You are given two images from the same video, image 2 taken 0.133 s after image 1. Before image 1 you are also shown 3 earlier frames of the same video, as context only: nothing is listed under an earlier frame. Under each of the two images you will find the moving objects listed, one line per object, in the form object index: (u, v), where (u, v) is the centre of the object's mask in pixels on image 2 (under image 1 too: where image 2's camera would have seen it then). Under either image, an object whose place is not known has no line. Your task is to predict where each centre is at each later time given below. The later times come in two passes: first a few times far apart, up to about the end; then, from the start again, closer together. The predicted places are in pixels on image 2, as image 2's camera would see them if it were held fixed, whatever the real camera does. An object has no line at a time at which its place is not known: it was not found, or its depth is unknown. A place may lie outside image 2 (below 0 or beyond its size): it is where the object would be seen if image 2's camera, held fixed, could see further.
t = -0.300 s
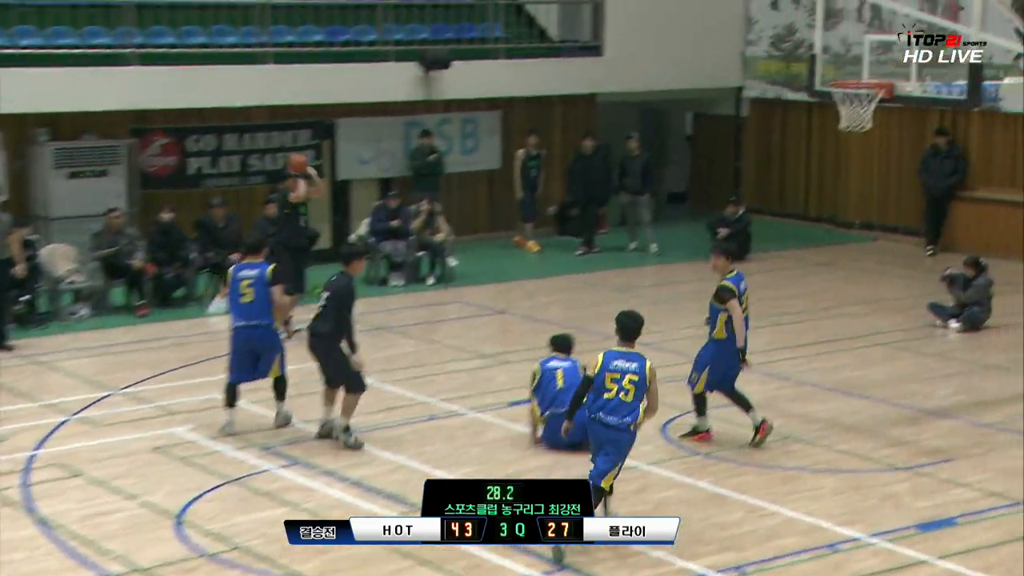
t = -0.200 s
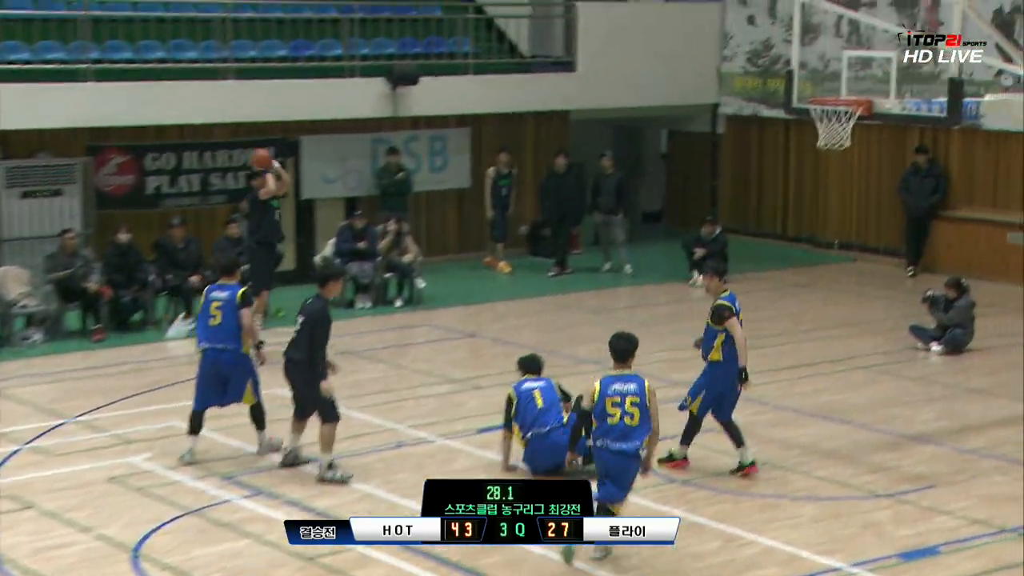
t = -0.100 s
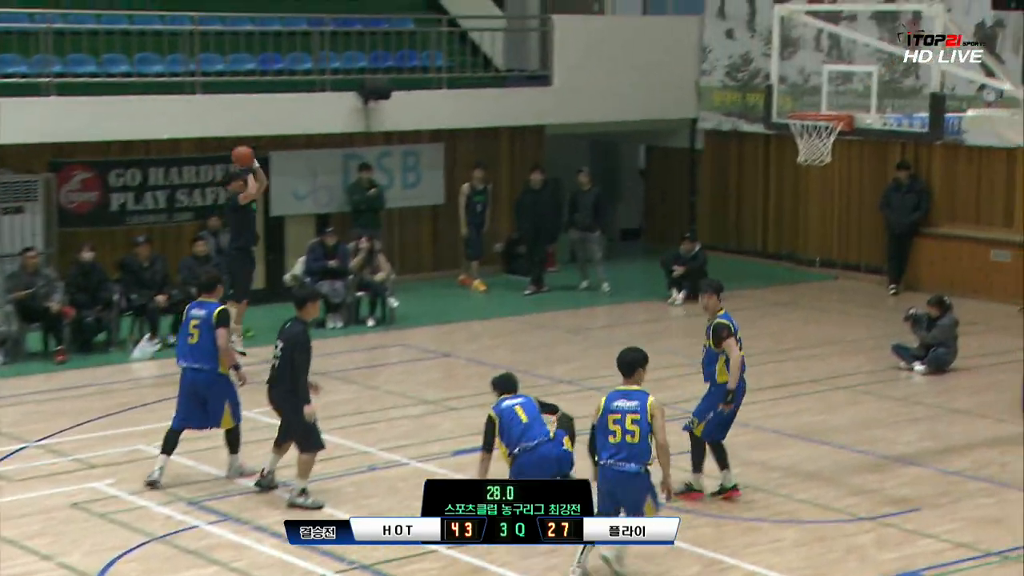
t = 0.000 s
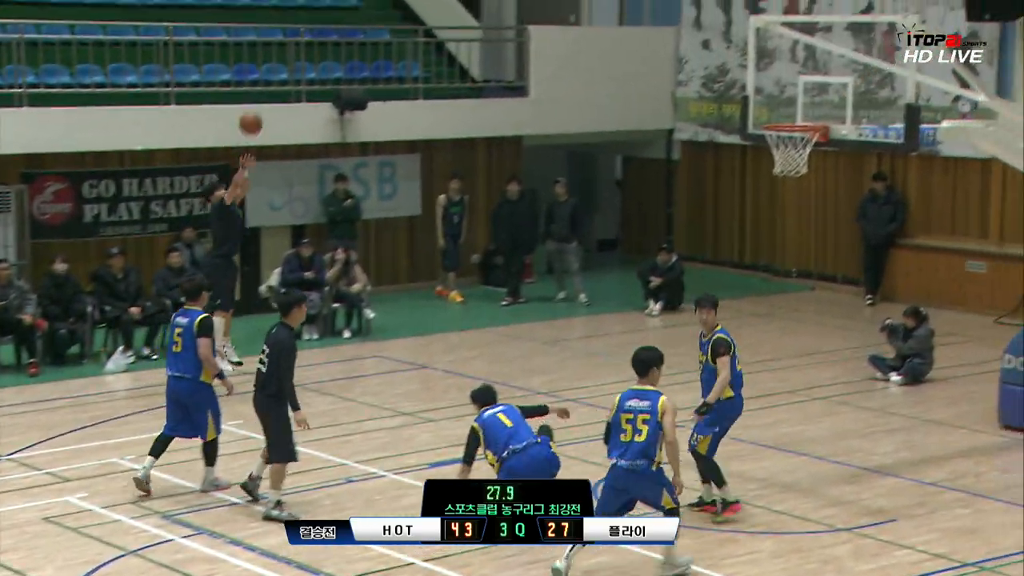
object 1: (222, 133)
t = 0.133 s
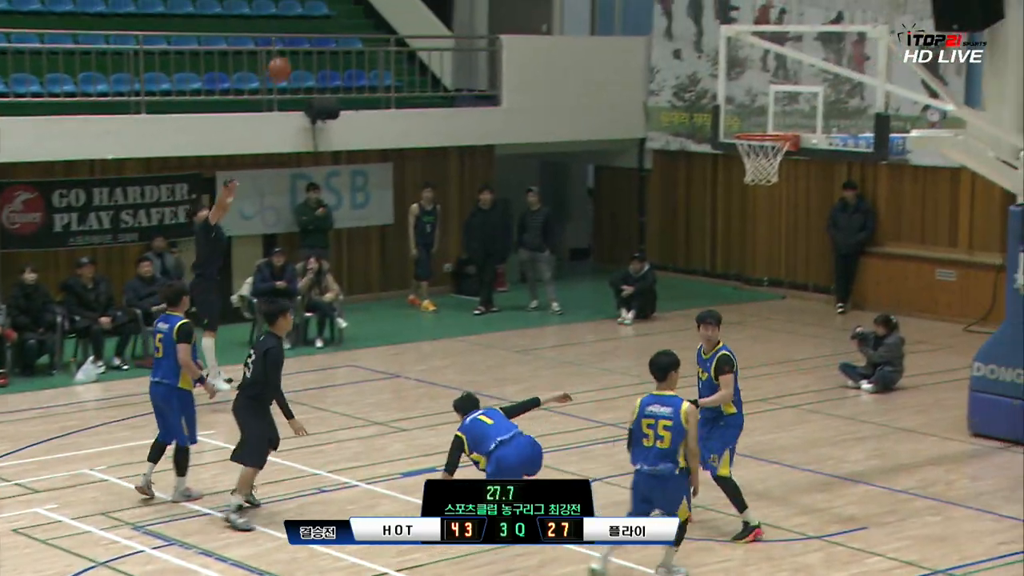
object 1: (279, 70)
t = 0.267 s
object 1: (338, 22)
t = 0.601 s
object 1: (494, -15)
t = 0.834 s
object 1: (612, 7)
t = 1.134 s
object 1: (778, 152)
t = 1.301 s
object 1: (749, 242)
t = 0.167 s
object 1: (293, 57)
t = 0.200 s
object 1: (308, 45)
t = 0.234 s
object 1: (323, 33)
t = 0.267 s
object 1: (338, 22)
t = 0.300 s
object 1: (352, 13)
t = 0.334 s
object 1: (367, 5)
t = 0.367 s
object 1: (384, -2)
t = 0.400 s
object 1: (398, -6)
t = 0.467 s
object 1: (429, -12)
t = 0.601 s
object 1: (494, -15)
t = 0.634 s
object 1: (509, -15)
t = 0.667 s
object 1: (526, -14)
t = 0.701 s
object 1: (543, -13)
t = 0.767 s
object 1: (577, -8)
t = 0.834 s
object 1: (612, 7)
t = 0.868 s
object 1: (630, 18)
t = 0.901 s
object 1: (646, 29)
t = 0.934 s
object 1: (665, 43)
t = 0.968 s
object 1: (683, 55)
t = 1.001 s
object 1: (701, 71)
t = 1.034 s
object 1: (721, 88)
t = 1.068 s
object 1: (740, 106)
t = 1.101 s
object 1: (757, 123)
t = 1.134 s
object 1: (778, 152)
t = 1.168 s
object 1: (773, 158)
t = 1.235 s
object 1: (758, 201)
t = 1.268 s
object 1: (753, 222)
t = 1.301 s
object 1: (749, 242)
